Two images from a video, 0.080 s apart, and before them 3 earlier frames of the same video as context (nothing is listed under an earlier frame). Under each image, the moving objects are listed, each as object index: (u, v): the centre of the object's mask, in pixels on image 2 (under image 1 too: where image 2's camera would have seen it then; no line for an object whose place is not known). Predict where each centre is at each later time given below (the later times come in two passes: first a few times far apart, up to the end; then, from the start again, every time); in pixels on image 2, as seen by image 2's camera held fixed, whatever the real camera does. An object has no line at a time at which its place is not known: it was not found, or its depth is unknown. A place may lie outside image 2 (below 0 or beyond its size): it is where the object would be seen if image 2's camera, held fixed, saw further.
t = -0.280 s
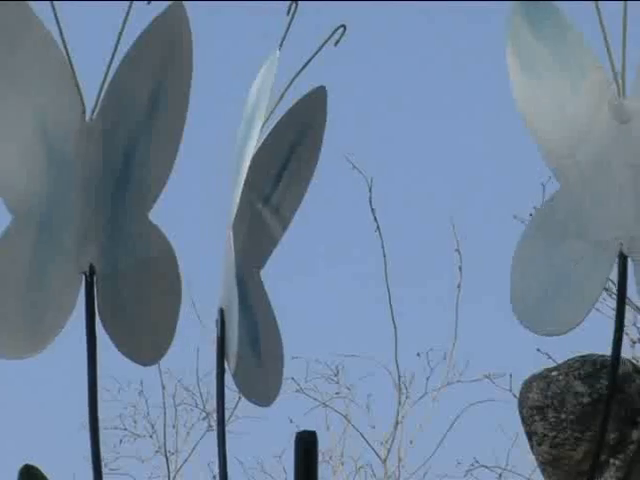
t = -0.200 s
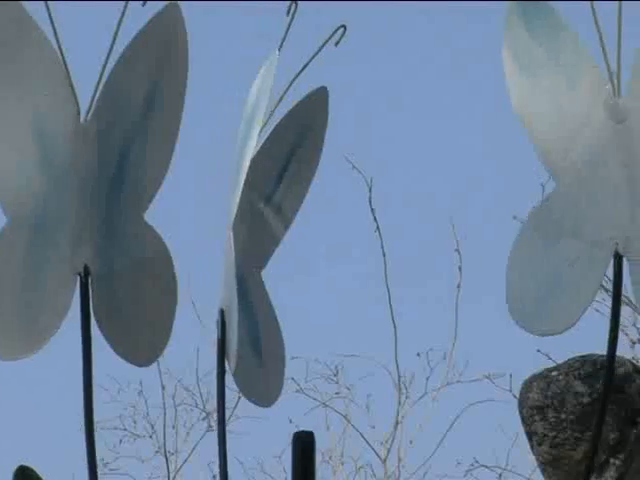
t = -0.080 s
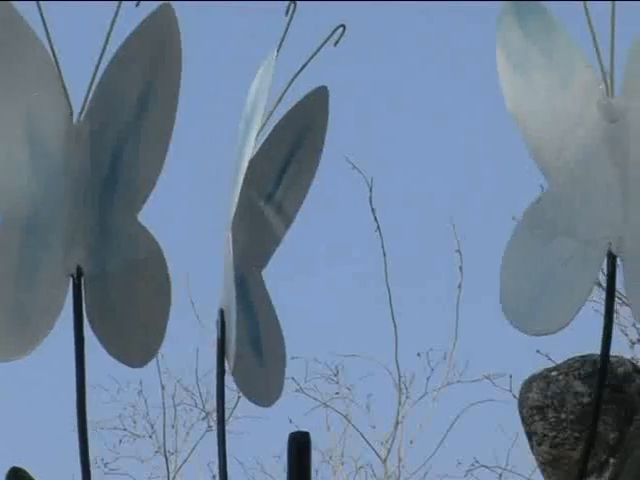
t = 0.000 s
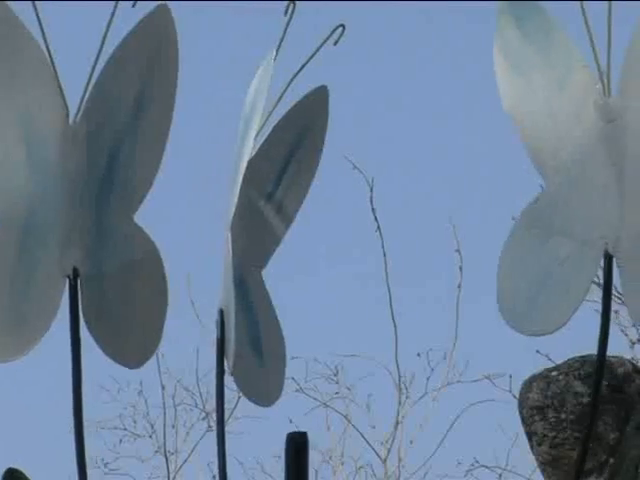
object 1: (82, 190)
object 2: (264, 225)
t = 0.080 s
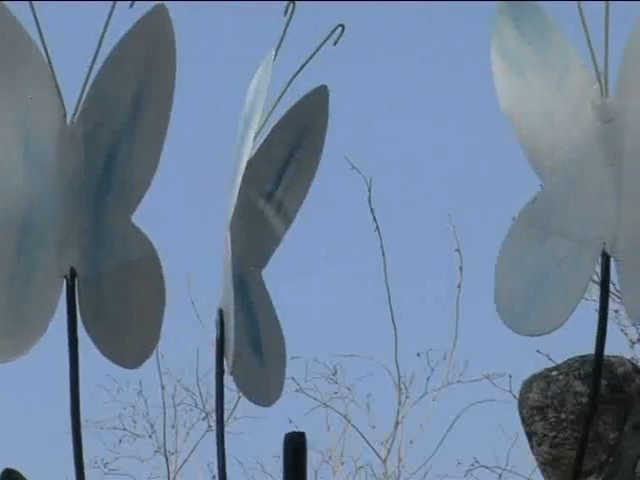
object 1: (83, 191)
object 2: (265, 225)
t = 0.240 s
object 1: (84, 192)
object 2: (266, 225)
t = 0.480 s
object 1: (86, 193)
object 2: (266, 226)
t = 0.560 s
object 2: (266, 226)
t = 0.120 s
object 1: (83, 191)
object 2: (266, 225)
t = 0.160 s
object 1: (83, 191)
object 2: (266, 225)
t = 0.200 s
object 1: (84, 191)
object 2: (266, 225)
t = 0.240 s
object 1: (84, 192)
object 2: (266, 225)
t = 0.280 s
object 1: (84, 192)
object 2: (266, 225)
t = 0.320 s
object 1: (84, 192)
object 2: (266, 226)
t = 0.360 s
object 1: (85, 192)
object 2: (266, 228)
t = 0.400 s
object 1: (85, 192)
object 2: (266, 228)
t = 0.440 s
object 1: (86, 193)
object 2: (266, 228)
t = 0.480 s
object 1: (86, 193)
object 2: (266, 226)
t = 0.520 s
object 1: (86, 194)
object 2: (264, 231)
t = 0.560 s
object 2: (266, 226)
